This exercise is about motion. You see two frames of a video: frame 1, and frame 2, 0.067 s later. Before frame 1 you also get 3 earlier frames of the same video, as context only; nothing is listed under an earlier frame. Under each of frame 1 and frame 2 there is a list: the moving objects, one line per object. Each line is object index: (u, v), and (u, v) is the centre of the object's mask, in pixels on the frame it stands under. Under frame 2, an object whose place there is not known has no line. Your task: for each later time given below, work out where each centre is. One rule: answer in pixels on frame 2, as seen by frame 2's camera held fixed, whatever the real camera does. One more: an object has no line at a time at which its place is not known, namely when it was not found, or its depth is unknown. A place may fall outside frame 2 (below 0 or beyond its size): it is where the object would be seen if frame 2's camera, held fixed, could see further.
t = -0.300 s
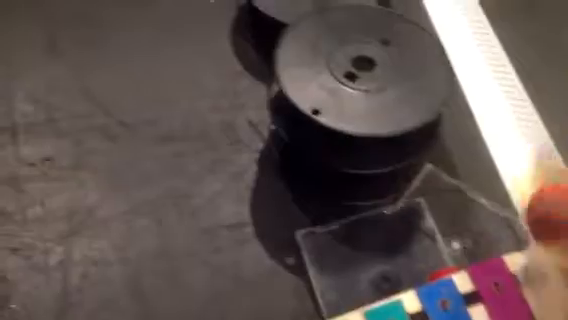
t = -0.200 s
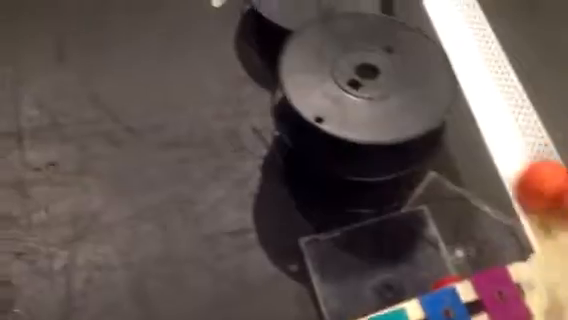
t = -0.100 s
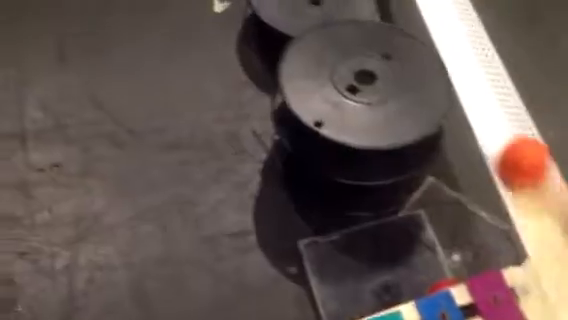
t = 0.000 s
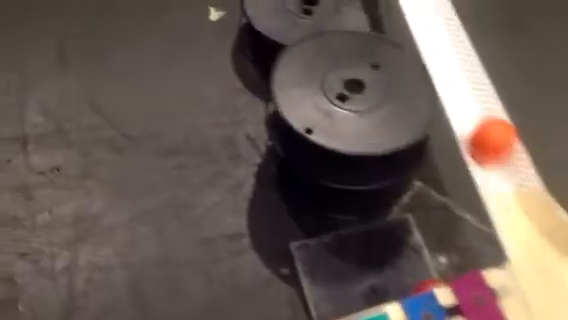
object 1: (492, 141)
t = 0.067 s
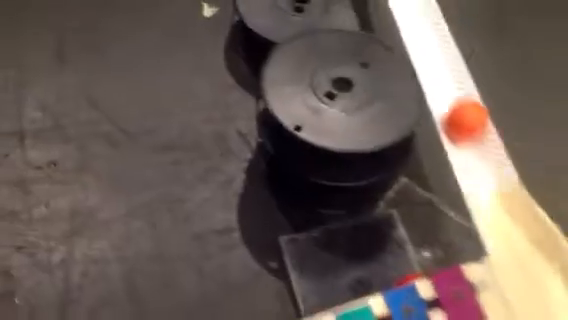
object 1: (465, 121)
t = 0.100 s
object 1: (461, 112)
